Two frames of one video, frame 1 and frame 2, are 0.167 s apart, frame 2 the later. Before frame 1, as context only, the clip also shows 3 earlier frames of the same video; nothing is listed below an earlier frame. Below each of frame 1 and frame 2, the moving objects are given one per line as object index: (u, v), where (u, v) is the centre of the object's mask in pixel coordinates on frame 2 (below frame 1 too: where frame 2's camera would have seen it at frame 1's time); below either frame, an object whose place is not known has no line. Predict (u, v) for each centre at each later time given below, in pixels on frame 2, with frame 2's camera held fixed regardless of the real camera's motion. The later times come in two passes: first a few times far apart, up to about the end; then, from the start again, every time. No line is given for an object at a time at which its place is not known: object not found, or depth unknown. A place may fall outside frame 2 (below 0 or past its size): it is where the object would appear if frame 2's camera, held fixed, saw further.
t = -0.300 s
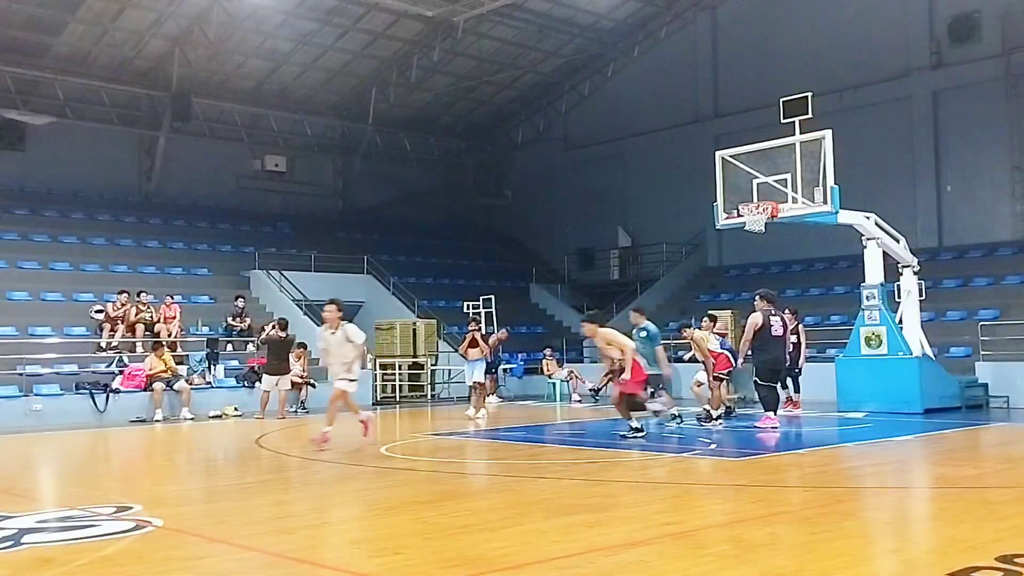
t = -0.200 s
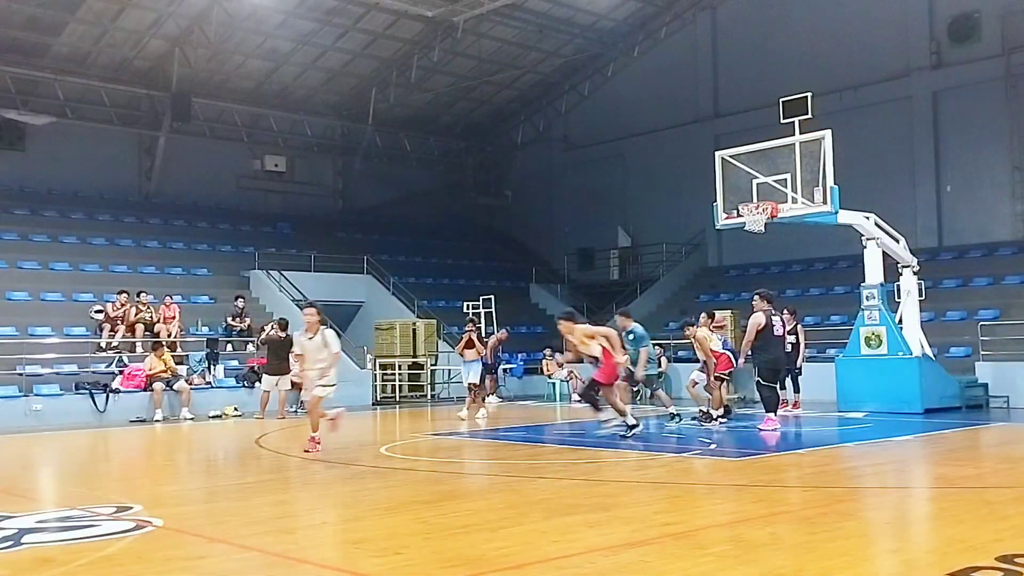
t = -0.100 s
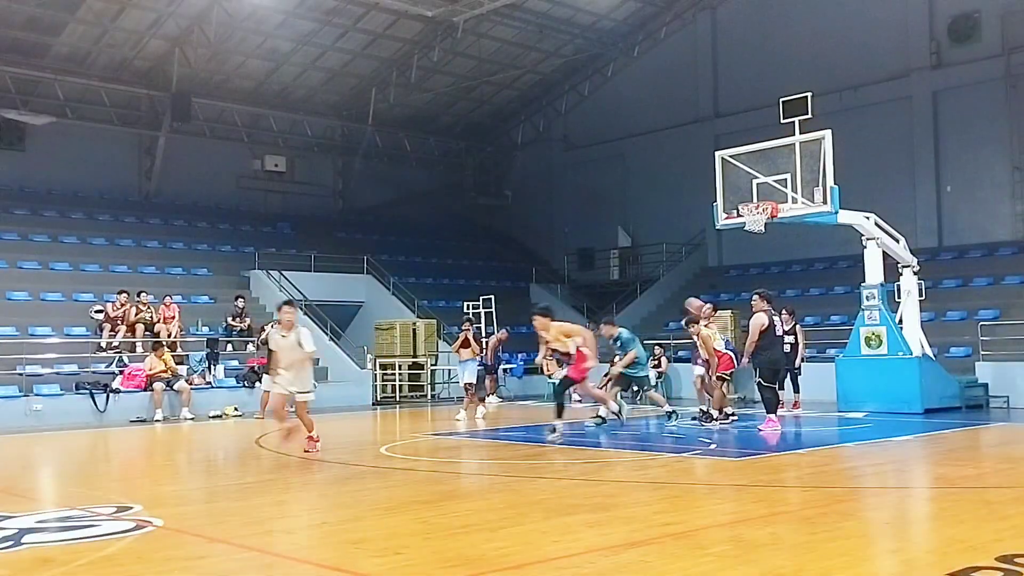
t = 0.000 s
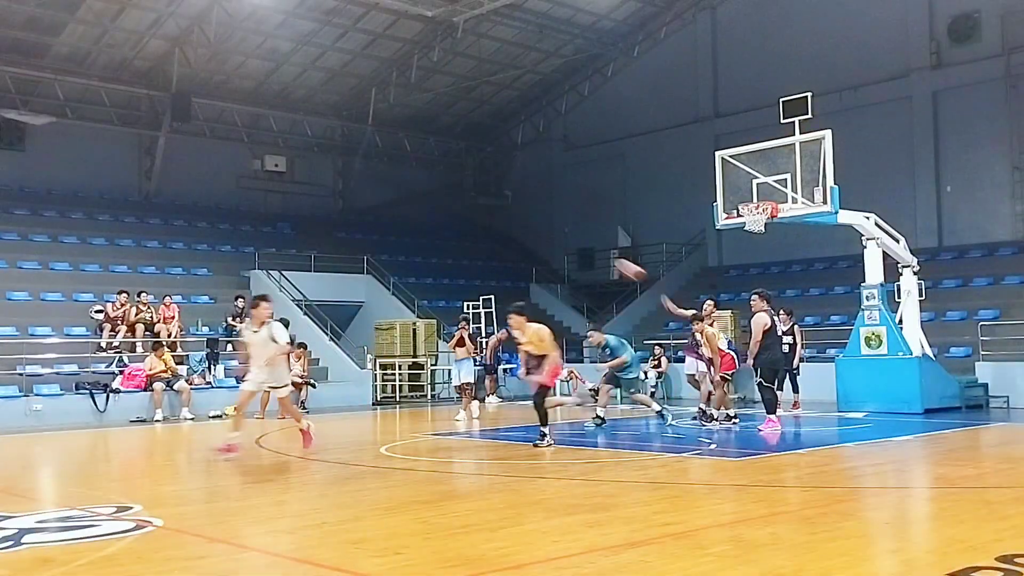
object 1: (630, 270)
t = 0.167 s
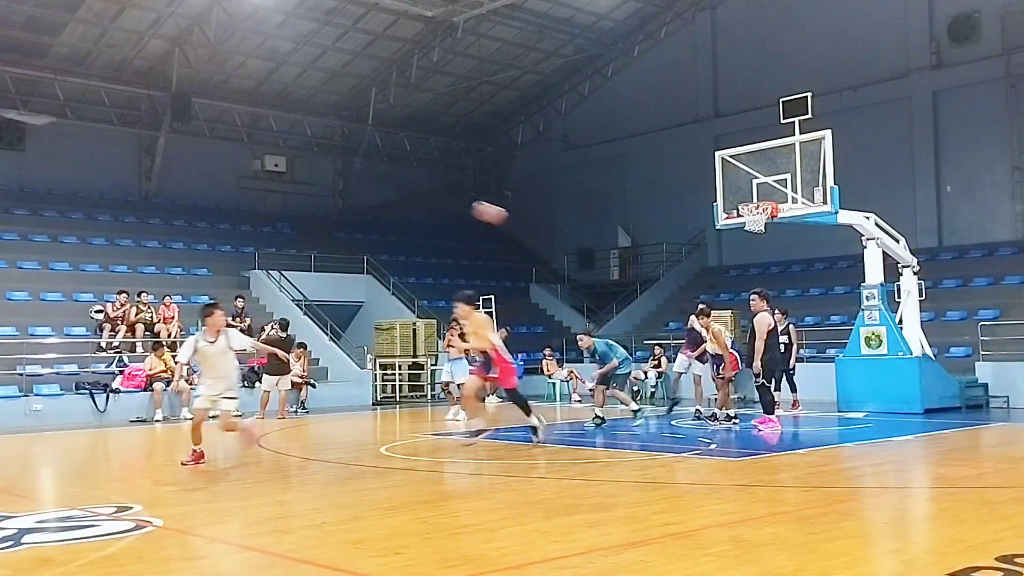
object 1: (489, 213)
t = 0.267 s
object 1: (393, 182)
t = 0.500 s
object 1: (119, 122)
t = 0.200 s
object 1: (458, 202)
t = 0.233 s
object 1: (426, 192)
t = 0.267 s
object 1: (393, 182)
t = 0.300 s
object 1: (359, 172)
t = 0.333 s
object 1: (324, 162)
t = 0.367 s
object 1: (286, 153)
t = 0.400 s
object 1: (247, 145)
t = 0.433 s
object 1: (207, 137)
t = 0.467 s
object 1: (164, 129)
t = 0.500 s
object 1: (119, 122)
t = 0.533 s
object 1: (72, 116)
